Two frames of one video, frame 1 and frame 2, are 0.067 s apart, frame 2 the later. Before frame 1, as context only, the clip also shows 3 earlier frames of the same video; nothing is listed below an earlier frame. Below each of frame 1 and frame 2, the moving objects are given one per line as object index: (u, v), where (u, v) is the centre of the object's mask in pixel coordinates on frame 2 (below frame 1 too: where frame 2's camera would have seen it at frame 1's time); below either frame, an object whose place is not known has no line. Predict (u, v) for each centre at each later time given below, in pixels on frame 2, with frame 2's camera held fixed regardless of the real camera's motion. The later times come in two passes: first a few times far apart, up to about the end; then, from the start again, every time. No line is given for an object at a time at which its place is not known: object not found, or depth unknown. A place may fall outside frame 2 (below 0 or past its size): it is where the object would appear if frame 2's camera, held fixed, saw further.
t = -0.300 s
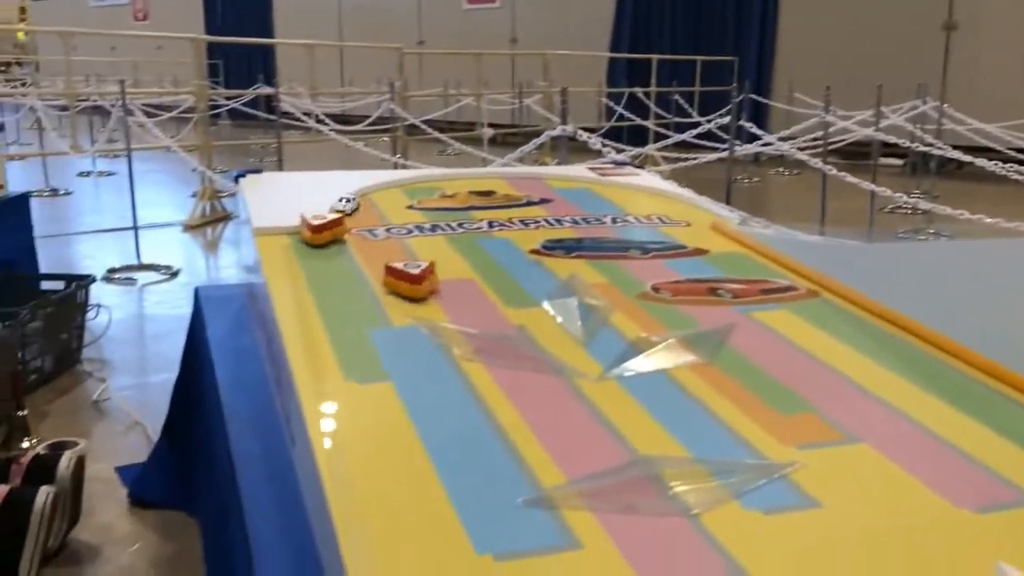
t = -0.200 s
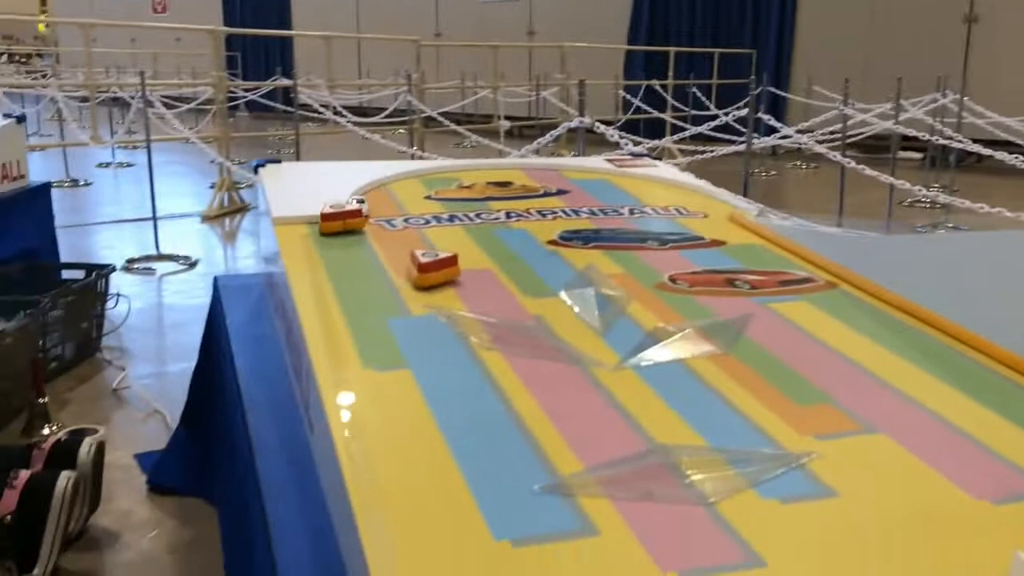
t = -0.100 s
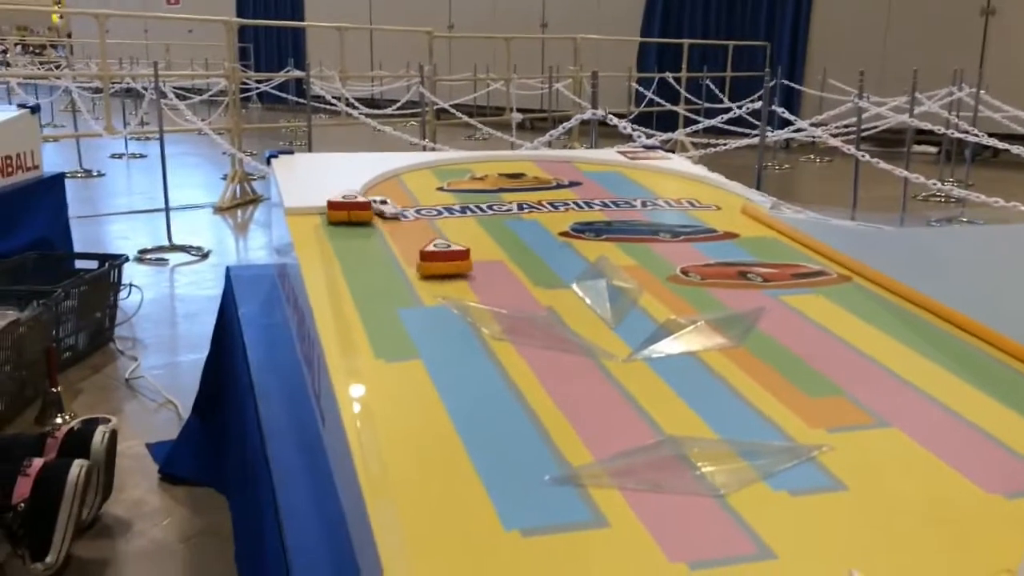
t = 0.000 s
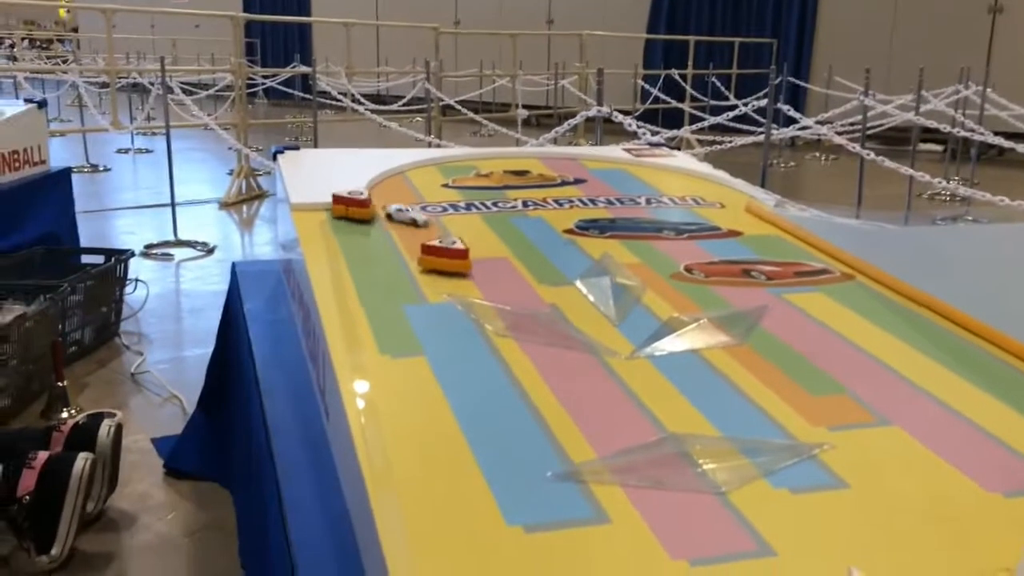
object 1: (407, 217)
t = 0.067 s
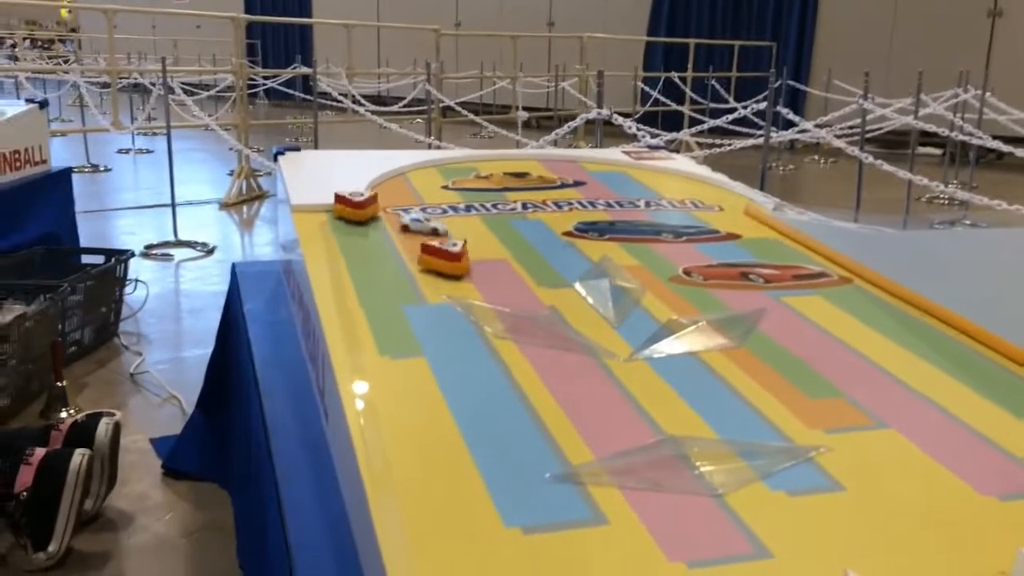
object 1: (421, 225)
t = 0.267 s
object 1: (487, 254)
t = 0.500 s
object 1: (542, 279)
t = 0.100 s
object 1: (429, 229)
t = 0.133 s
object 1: (437, 232)
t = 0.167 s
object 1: (448, 234)
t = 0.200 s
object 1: (461, 239)
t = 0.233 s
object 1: (478, 246)
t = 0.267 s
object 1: (487, 254)
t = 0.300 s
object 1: (491, 258)
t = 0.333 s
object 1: (495, 261)
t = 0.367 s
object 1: (502, 264)
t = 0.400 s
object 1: (511, 267)
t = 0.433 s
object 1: (522, 271)
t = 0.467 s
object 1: (532, 275)
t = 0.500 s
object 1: (542, 279)
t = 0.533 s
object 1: (551, 283)
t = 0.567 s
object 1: (560, 287)
